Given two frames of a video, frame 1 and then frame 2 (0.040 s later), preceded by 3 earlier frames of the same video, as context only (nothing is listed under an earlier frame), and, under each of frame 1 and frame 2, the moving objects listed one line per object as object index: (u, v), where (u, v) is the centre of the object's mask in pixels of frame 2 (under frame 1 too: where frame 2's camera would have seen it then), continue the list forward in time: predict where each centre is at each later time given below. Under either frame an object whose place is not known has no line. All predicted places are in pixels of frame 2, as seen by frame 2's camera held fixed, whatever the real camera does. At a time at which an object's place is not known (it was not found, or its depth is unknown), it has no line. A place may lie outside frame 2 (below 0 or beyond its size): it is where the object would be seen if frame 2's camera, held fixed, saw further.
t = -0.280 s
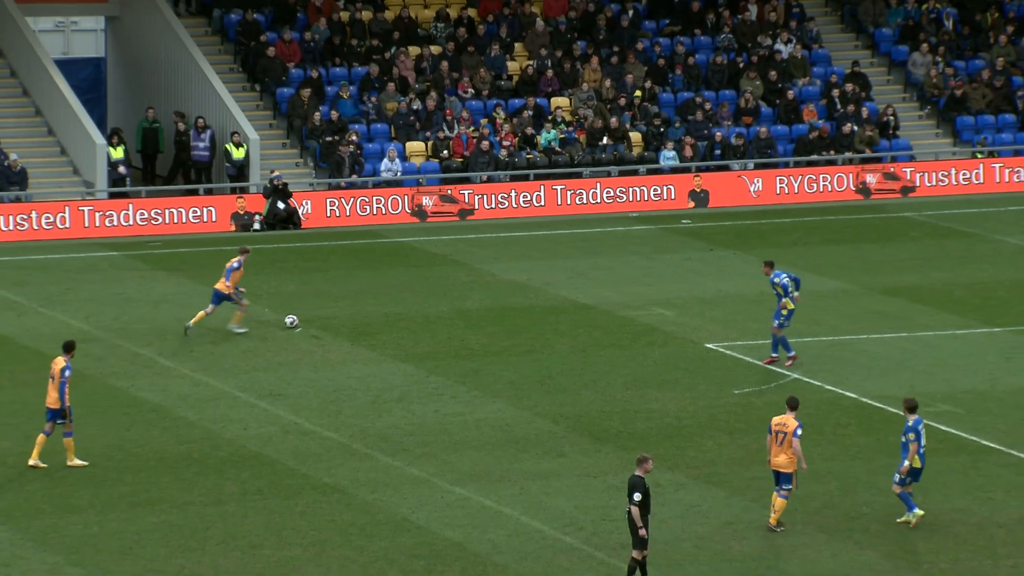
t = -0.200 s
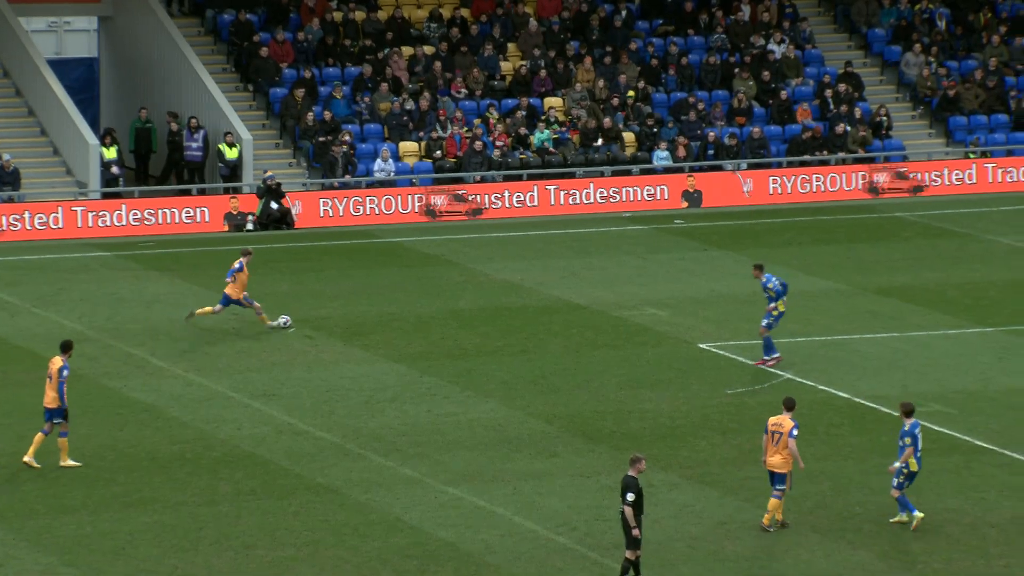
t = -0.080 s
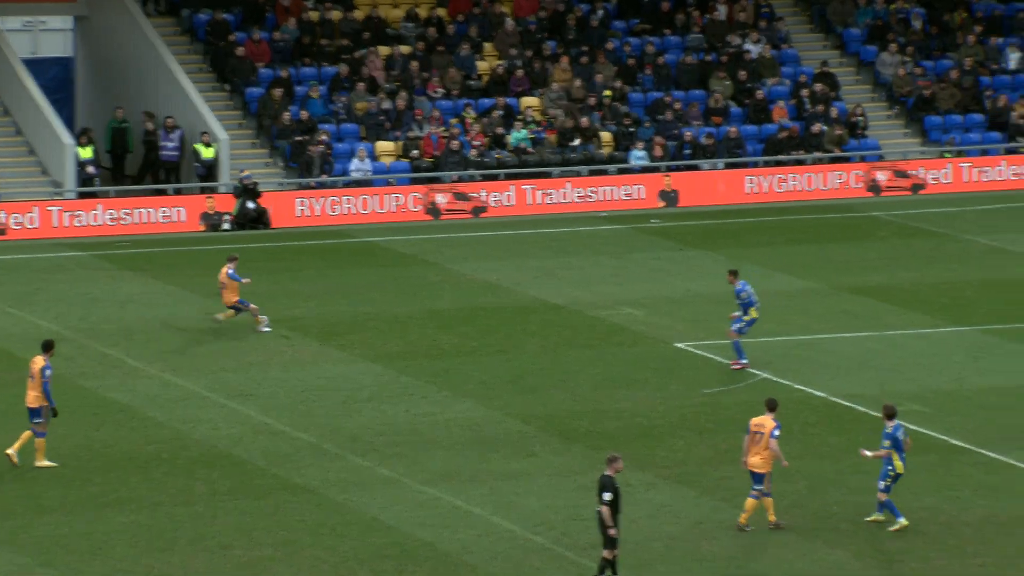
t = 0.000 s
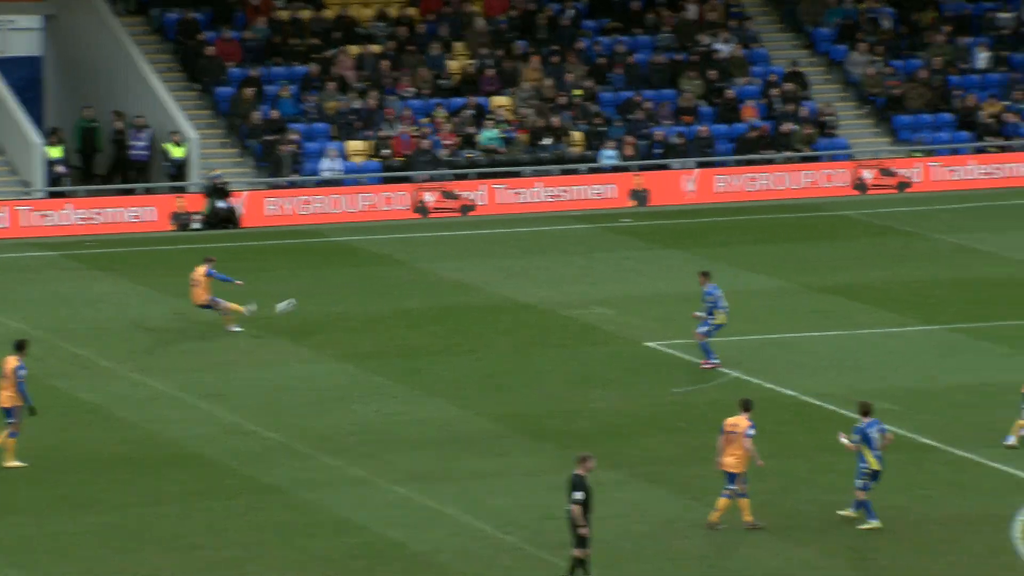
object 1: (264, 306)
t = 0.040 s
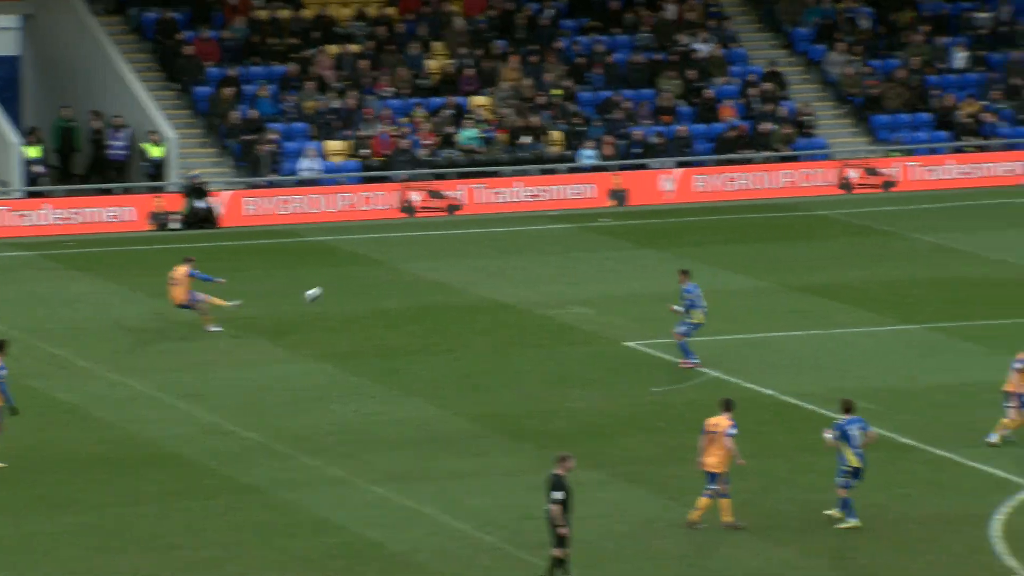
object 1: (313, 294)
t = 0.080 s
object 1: (361, 284)
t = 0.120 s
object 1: (407, 275)
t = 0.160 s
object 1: (452, 266)
